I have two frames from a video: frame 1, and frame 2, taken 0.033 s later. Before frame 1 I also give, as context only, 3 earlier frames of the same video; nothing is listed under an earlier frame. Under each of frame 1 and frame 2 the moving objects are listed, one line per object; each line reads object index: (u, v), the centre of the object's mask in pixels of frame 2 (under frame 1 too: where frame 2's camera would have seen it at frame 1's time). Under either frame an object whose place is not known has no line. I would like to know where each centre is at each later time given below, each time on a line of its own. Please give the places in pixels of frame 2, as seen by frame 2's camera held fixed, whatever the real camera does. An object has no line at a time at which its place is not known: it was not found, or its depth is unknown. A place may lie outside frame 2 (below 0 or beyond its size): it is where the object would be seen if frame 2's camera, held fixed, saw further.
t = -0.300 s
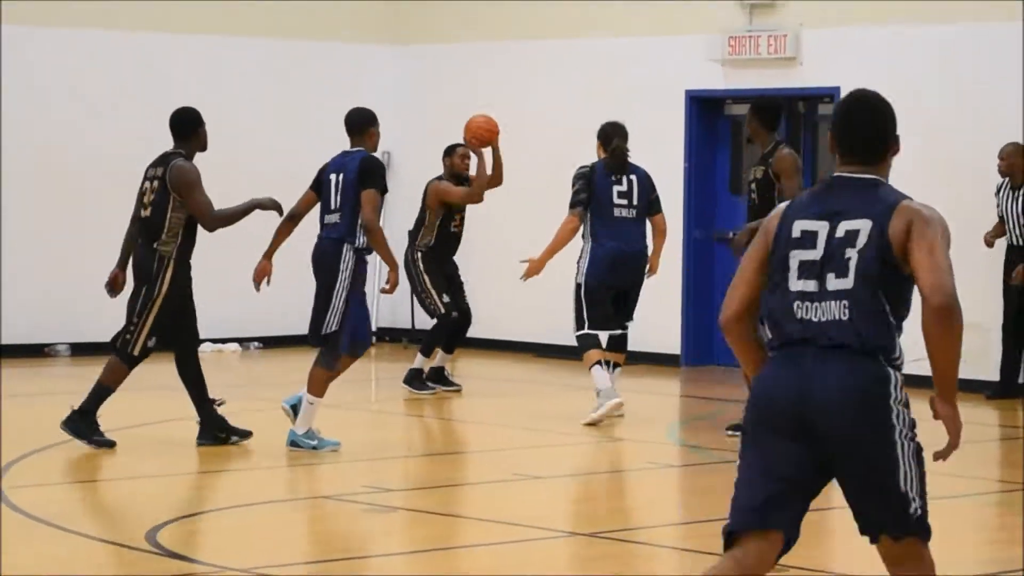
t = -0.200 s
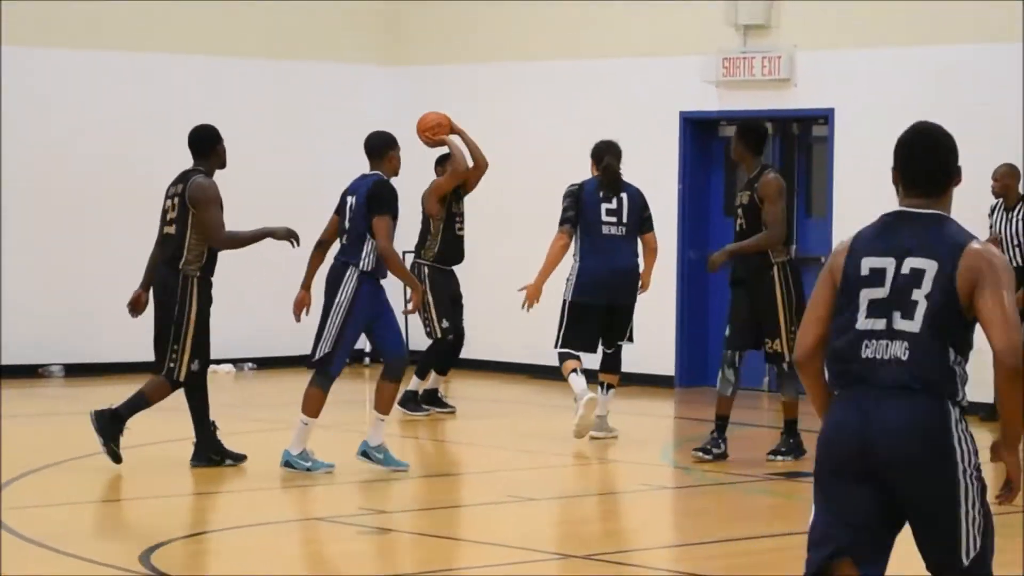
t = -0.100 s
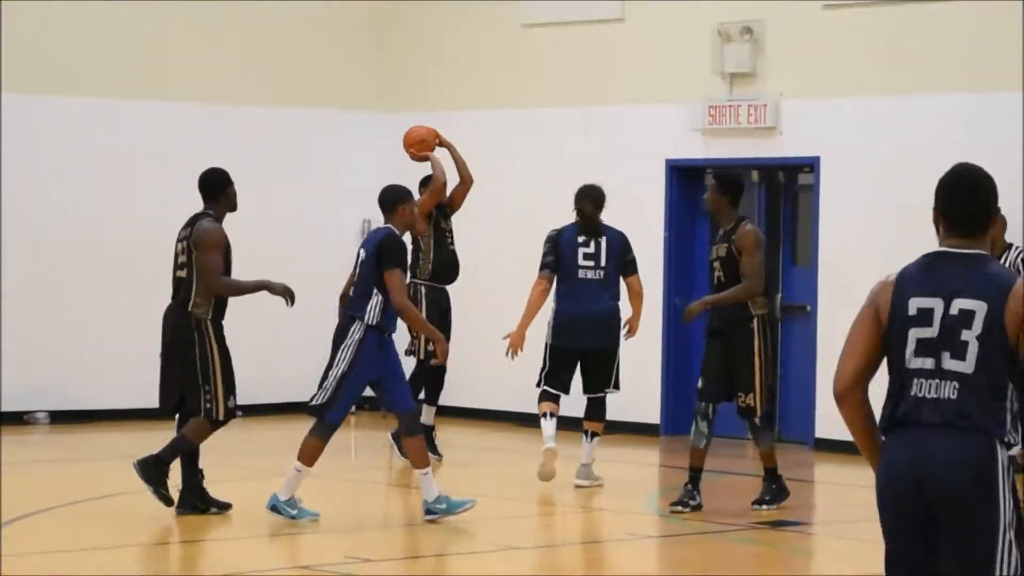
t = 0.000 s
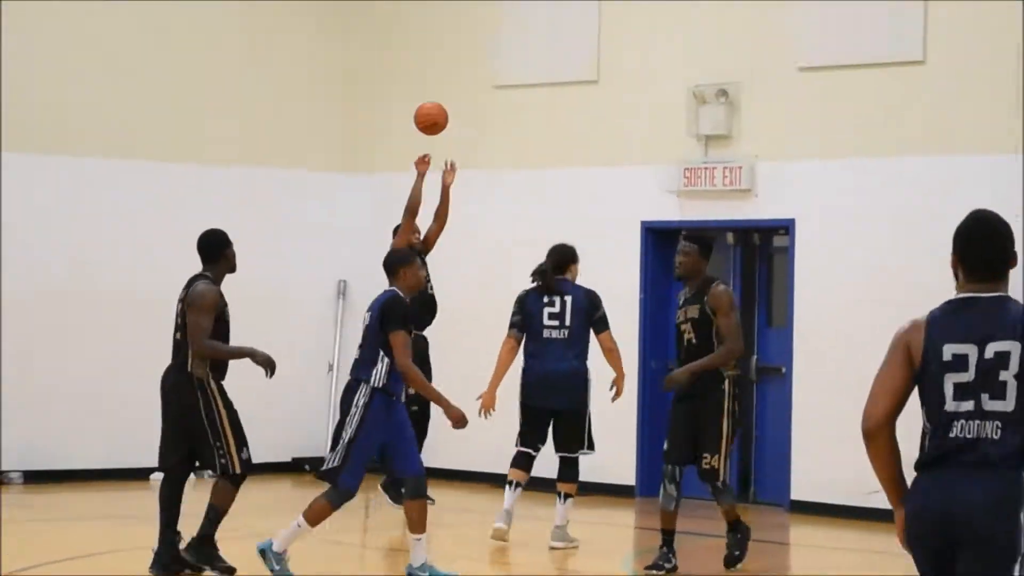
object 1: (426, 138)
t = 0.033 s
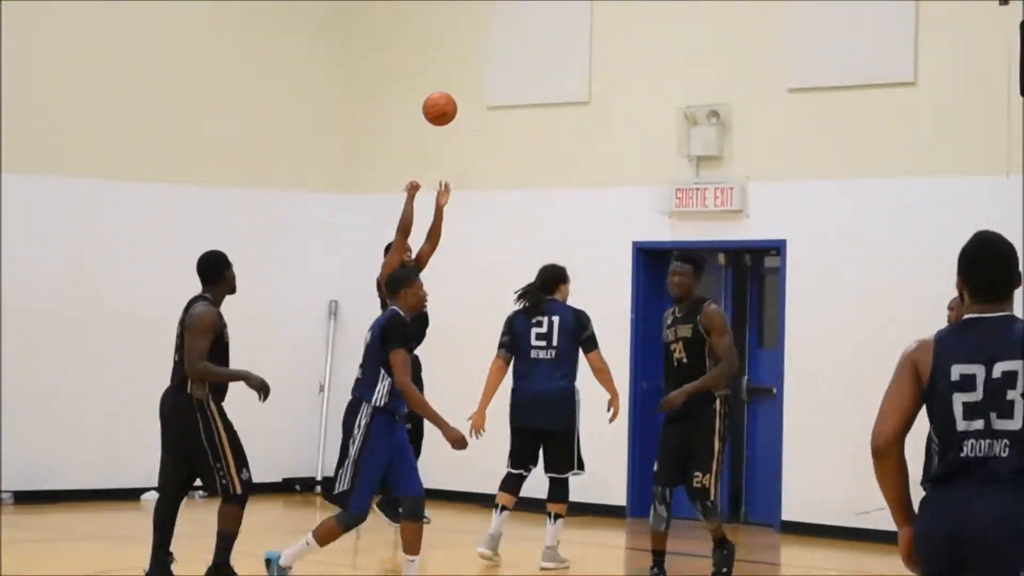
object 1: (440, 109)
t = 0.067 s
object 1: (454, 80)
